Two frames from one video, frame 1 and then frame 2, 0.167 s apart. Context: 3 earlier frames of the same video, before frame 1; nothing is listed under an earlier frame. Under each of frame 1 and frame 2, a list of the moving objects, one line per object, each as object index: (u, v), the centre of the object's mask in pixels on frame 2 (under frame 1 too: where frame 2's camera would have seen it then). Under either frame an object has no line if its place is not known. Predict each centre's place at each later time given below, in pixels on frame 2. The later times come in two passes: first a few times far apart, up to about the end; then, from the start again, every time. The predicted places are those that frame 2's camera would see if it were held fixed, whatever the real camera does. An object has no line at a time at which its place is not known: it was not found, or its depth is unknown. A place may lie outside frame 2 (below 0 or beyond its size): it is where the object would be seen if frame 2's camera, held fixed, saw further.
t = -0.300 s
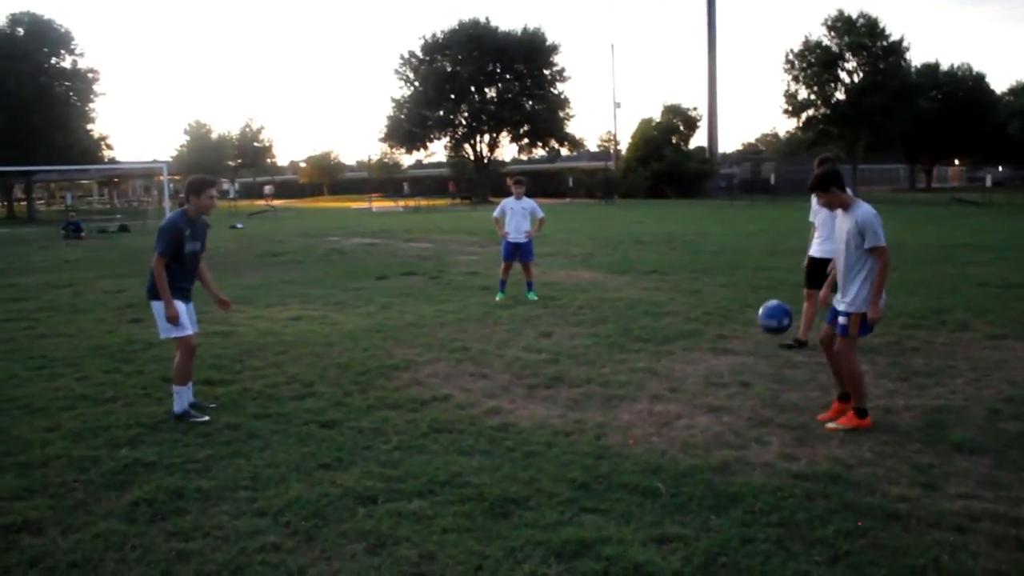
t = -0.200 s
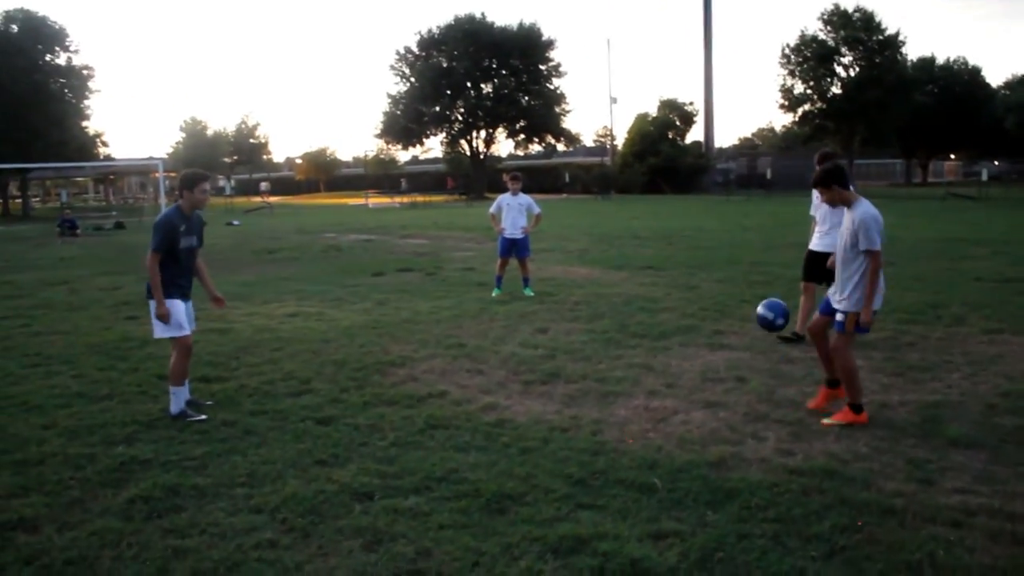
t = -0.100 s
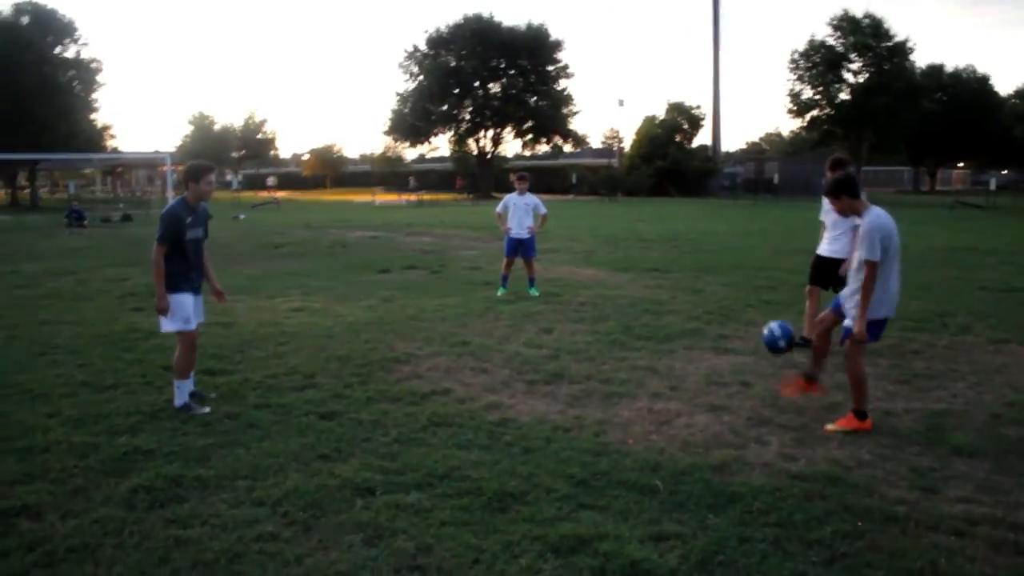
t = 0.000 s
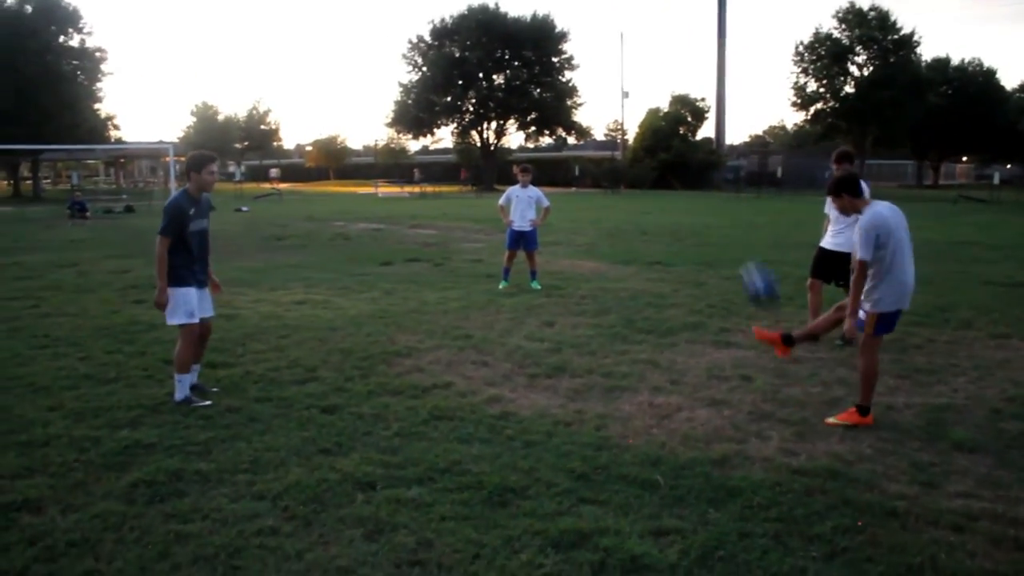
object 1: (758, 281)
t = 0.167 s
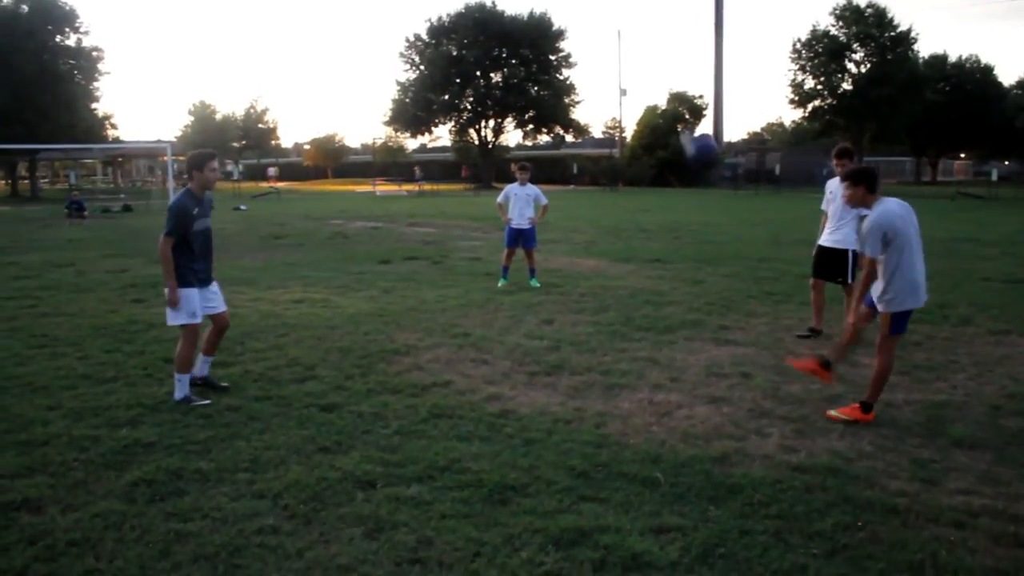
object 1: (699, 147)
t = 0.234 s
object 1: (678, 105)
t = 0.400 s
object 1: (616, 28)
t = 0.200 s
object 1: (685, 120)
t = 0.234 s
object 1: (678, 105)
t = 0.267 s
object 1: (664, 87)
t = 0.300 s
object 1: (652, 70)
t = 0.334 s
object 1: (640, 54)
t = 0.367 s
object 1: (628, 39)
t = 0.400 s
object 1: (616, 28)
